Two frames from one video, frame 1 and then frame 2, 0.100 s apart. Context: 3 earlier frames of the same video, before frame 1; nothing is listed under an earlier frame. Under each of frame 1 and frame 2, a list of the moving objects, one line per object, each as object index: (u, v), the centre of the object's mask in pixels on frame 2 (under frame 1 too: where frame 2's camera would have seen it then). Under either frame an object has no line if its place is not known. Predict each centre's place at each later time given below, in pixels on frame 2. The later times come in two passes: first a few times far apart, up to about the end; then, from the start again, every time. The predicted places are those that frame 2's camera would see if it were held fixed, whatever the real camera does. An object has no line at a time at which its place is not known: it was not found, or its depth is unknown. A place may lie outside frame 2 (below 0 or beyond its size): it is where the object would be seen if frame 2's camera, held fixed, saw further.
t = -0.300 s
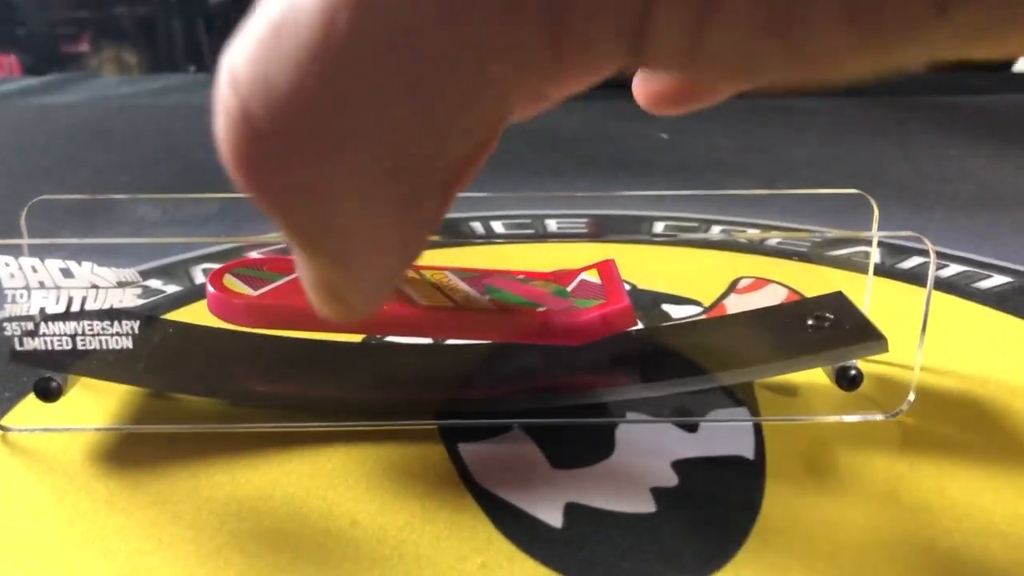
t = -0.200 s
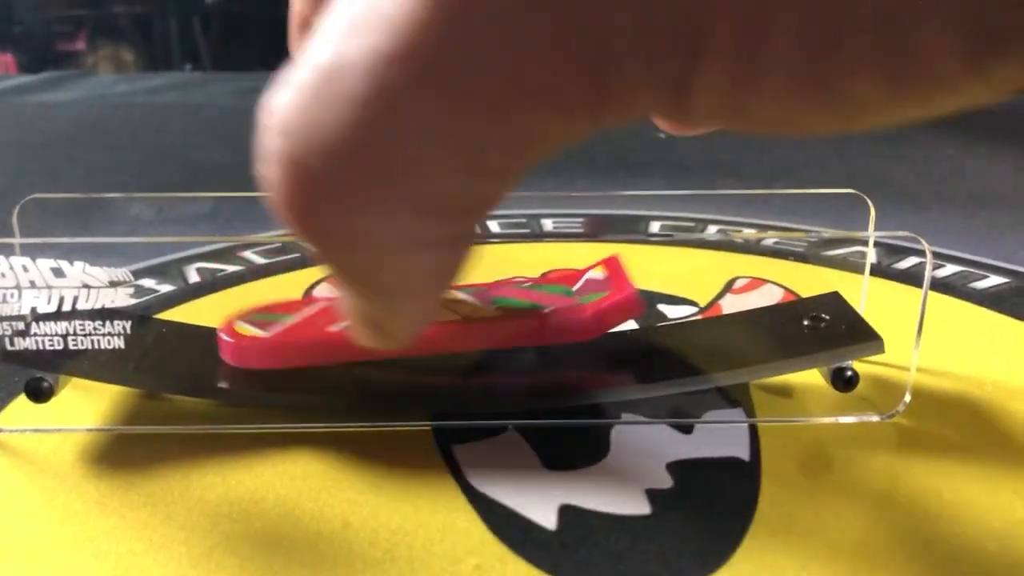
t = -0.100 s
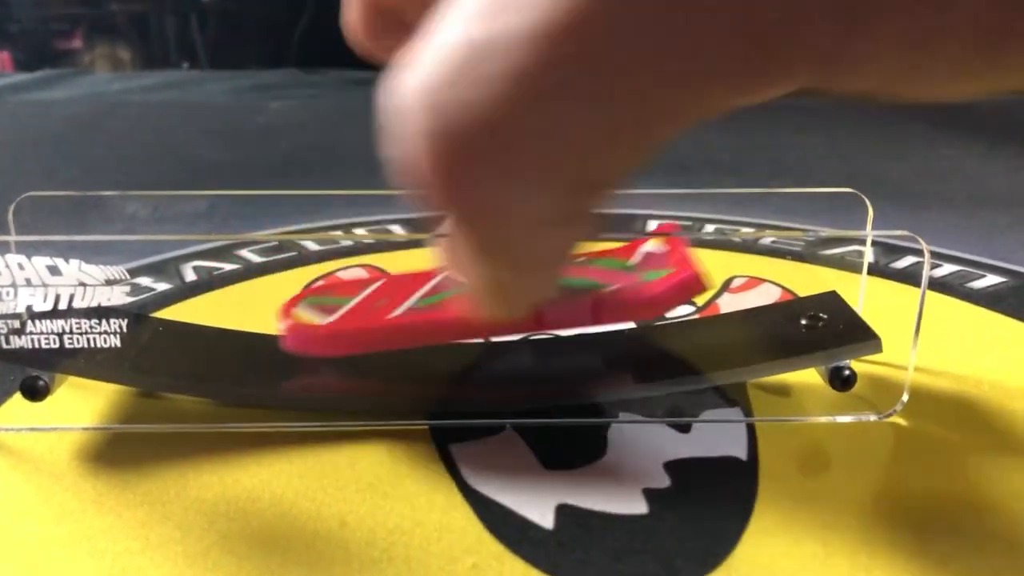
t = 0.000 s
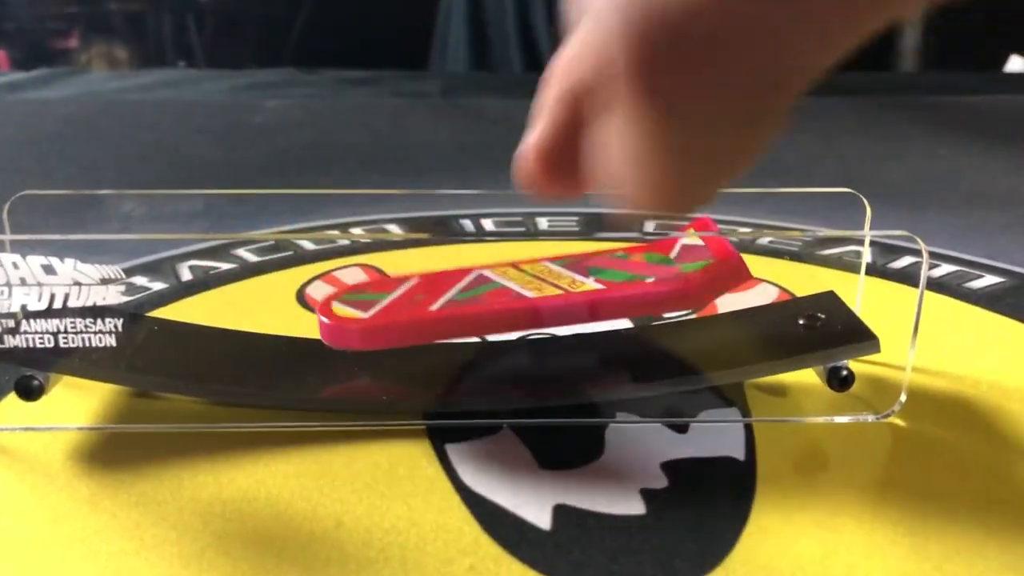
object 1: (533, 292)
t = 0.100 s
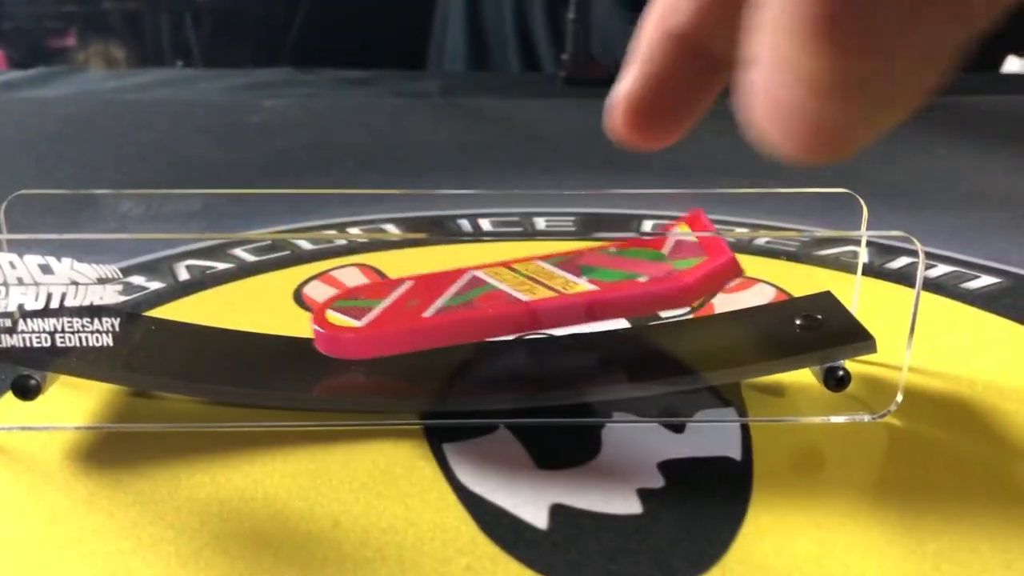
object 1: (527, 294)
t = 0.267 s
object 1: (454, 300)
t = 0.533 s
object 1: (356, 291)
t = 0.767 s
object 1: (377, 297)
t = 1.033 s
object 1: (424, 299)
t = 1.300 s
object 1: (427, 298)
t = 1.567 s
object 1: (427, 298)
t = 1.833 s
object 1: (427, 298)
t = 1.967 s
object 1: (427, 298)
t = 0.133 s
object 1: (518, 291)
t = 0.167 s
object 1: (504, 292)
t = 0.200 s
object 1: (489, 296)
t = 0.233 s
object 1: (472, 300)
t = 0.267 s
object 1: (454, 300)
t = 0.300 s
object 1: (435, 297)
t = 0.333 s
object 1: (415, 296)
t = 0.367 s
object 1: (398, 296)
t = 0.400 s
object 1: (385, 300)
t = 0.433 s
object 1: (372, 300)
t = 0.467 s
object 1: (365, 297)
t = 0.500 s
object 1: (361, 294)
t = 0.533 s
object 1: (356, 291)
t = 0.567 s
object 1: (355, 293)
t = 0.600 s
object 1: (361, 297)
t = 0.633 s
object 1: (363, 297)
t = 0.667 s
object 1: (362, 295)
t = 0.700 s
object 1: (365, 294)
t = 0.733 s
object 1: (372, 296)
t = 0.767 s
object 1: (377, 297)
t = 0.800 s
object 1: (384, 298)
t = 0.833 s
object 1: (391, 298)
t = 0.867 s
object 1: (399, 297)
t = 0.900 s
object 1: (405, 297)
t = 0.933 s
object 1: (412, 298)
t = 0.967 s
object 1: (417, 299)
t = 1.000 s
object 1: (421, 299)
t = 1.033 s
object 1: (424, 299)
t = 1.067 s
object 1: (426, 298)
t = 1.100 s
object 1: (427, 298)
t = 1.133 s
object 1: (427, 298)
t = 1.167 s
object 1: (427, 298)
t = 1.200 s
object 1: (427, 298)
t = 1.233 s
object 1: (427, 298)
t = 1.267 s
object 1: (427, 298)
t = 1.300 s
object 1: (427, 298)
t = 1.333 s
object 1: (427, 298)
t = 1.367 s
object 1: (427, 298)
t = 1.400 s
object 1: (427, 298)
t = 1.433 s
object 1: (427, 298)
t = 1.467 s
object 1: (427, 298)
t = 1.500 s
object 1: (427, 298)
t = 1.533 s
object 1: (427, 298)
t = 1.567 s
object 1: (427, 298)
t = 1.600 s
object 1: (427, 298)
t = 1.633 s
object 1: (427, 298)
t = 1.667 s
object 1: (427, 298)
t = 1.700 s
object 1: (427, 298)
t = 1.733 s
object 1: (427, 298)
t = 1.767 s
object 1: (427, 298)
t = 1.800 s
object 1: (427, 298)
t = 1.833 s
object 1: (427, 298)
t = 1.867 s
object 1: (427, 298)
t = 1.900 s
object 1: (427, 298)
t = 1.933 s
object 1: (427, 298)
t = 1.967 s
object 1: (427, 298)
